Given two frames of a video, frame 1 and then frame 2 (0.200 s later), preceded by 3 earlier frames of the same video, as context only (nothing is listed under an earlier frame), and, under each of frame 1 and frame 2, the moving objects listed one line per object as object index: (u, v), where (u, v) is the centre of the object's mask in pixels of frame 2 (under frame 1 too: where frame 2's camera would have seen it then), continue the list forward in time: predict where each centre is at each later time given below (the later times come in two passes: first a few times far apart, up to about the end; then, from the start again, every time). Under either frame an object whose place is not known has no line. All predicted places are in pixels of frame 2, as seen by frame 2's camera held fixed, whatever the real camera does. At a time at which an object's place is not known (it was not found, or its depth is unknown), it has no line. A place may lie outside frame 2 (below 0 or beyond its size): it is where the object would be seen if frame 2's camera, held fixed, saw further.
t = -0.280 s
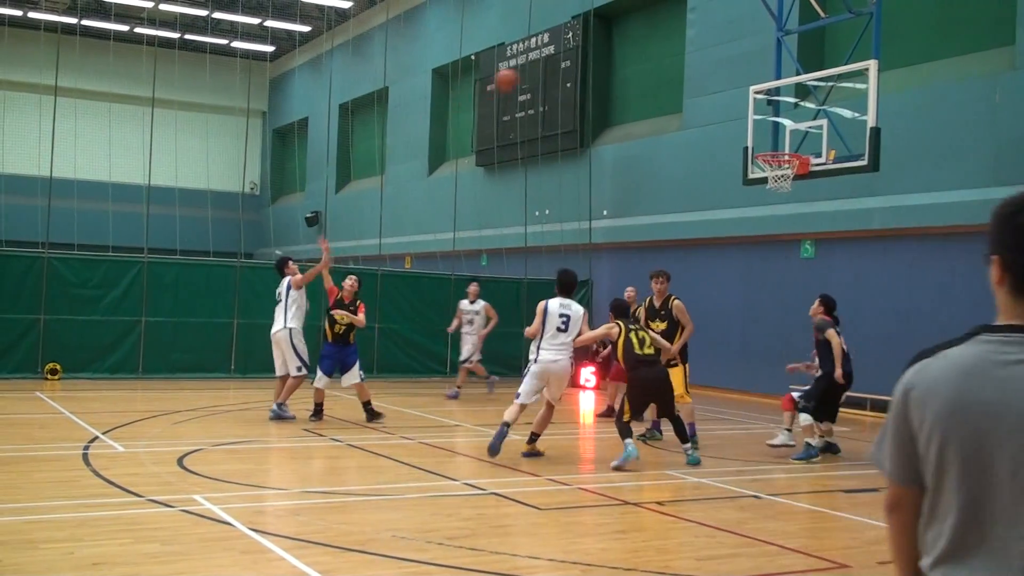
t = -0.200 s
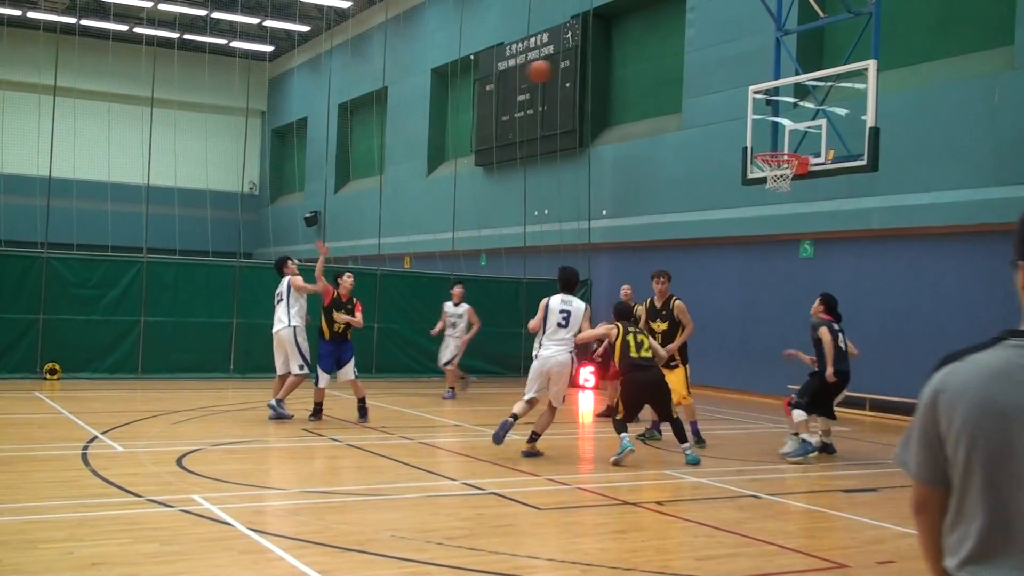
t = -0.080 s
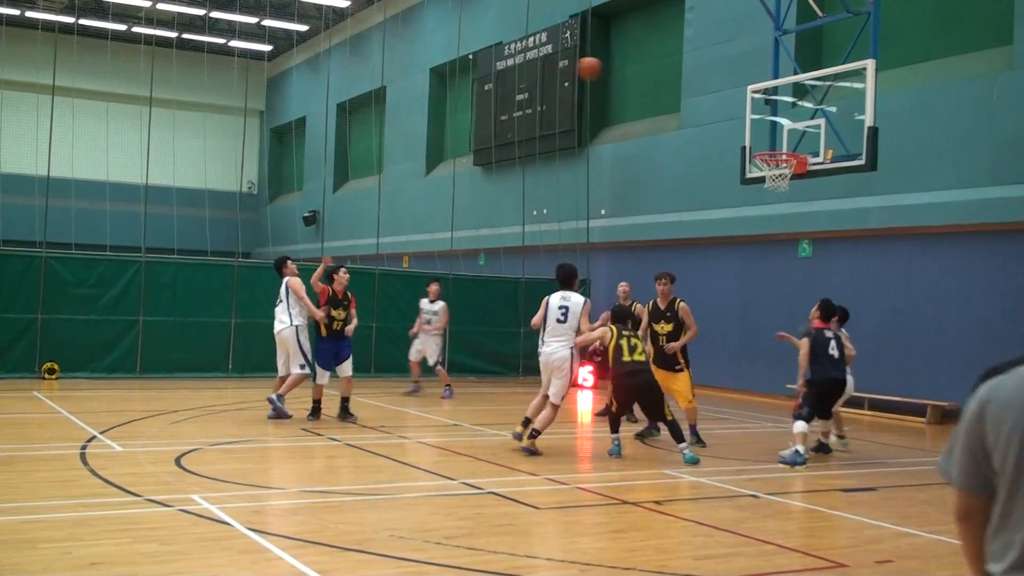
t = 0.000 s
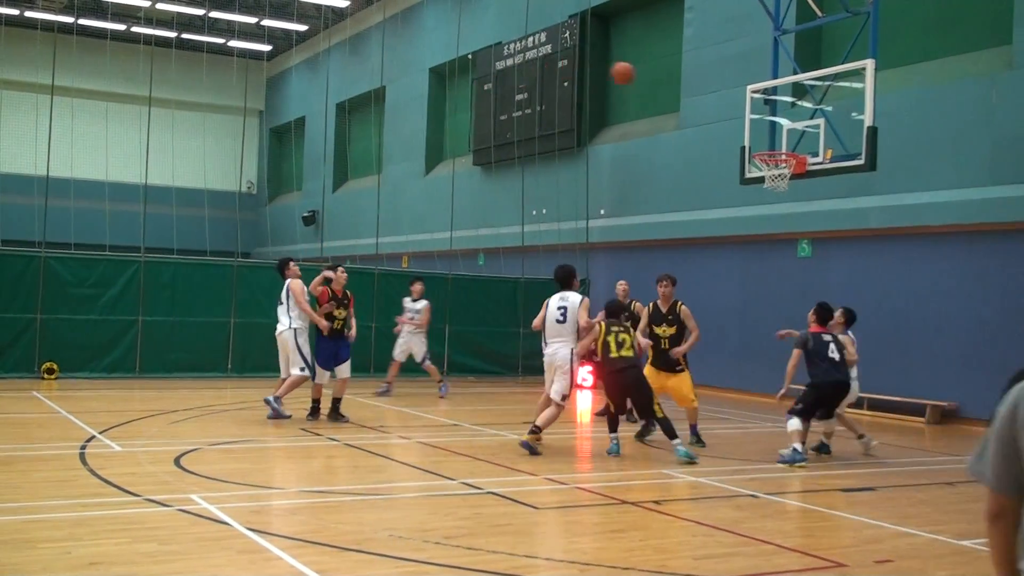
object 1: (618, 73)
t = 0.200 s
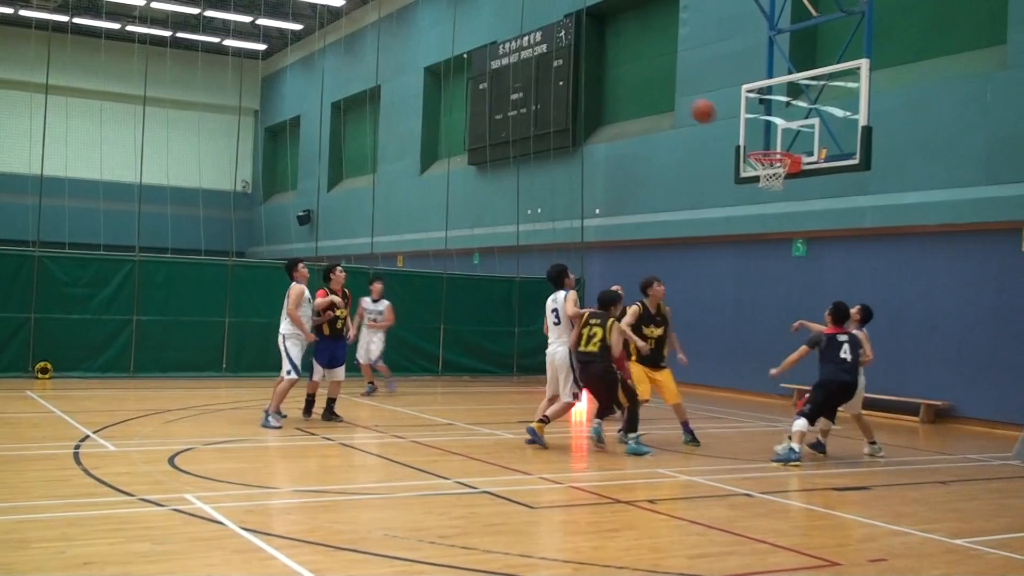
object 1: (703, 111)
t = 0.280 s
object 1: (736, 137)
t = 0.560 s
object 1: (772, 96)
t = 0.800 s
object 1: (795, 101)
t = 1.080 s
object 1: (799, 145)
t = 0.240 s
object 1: (720, 123)
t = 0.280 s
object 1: (736, 137)
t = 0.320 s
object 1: (748, 142)
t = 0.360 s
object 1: (752, 131)
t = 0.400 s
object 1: (756, 121)
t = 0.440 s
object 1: (760, 113)
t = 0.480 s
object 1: (765, 105)
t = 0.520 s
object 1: (769, 100)
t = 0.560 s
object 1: (772, 96)
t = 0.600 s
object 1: (776, 94)
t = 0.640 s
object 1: (780, 92)
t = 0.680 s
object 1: (784, 93)
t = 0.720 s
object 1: (787, 94)
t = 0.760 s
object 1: (791, 96)
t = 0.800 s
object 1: (795, 101)
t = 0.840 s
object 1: (799, 107)
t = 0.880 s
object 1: (802, 115)
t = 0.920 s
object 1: (802, 118)
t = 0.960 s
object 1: (801, 123)
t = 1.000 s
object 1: (801, 129)
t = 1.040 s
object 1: (800, 137)
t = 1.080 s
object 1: (799, 145)
